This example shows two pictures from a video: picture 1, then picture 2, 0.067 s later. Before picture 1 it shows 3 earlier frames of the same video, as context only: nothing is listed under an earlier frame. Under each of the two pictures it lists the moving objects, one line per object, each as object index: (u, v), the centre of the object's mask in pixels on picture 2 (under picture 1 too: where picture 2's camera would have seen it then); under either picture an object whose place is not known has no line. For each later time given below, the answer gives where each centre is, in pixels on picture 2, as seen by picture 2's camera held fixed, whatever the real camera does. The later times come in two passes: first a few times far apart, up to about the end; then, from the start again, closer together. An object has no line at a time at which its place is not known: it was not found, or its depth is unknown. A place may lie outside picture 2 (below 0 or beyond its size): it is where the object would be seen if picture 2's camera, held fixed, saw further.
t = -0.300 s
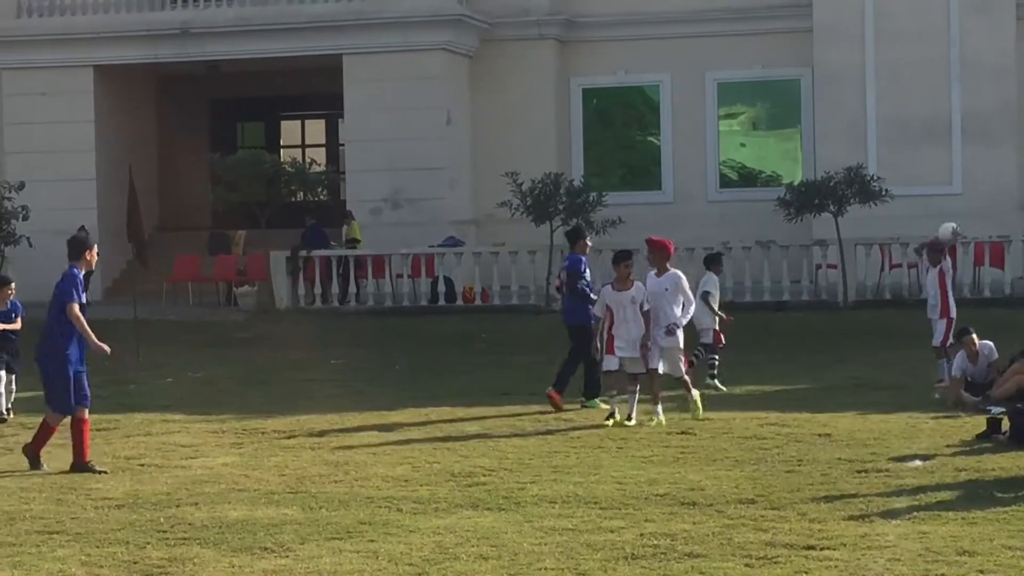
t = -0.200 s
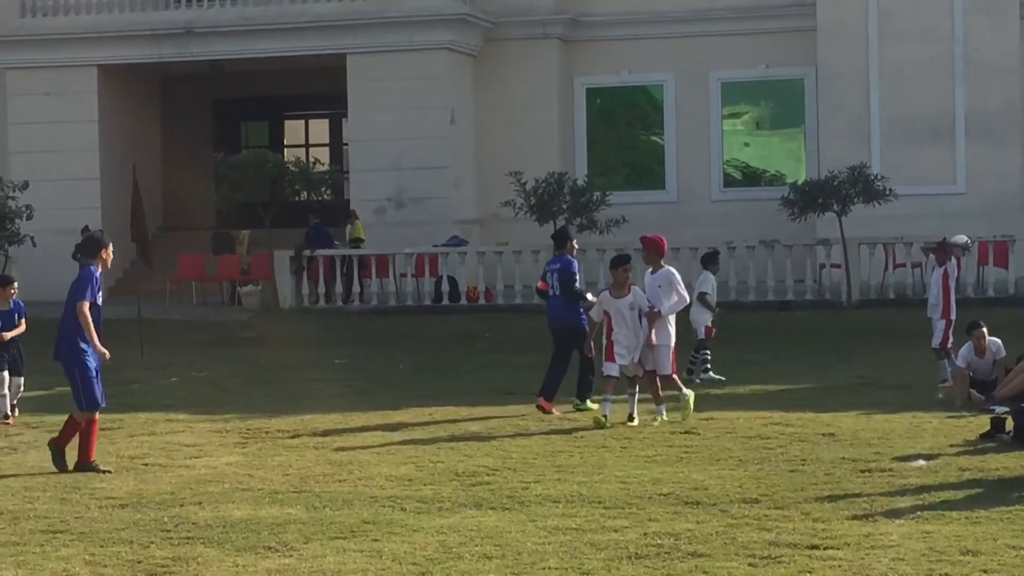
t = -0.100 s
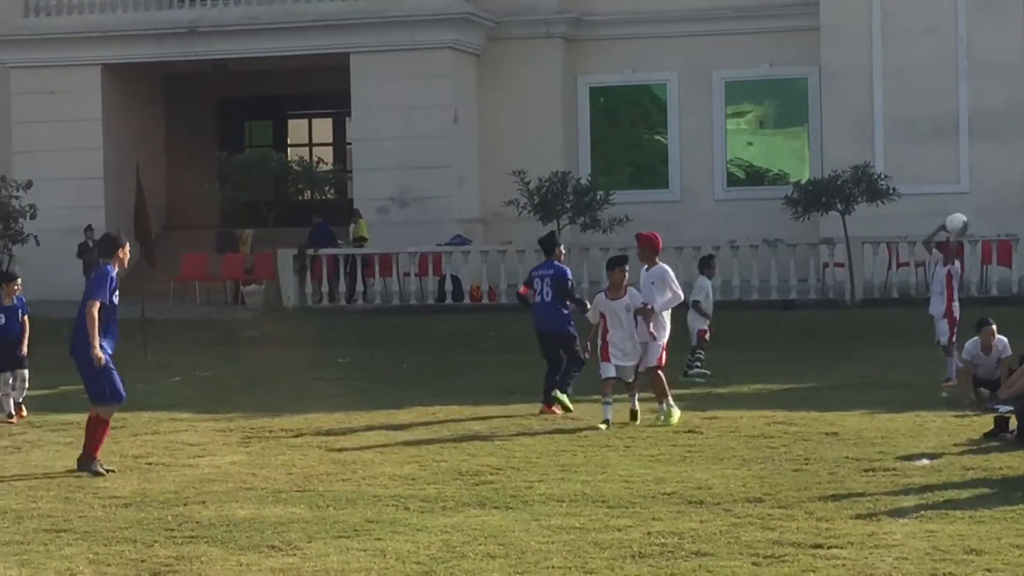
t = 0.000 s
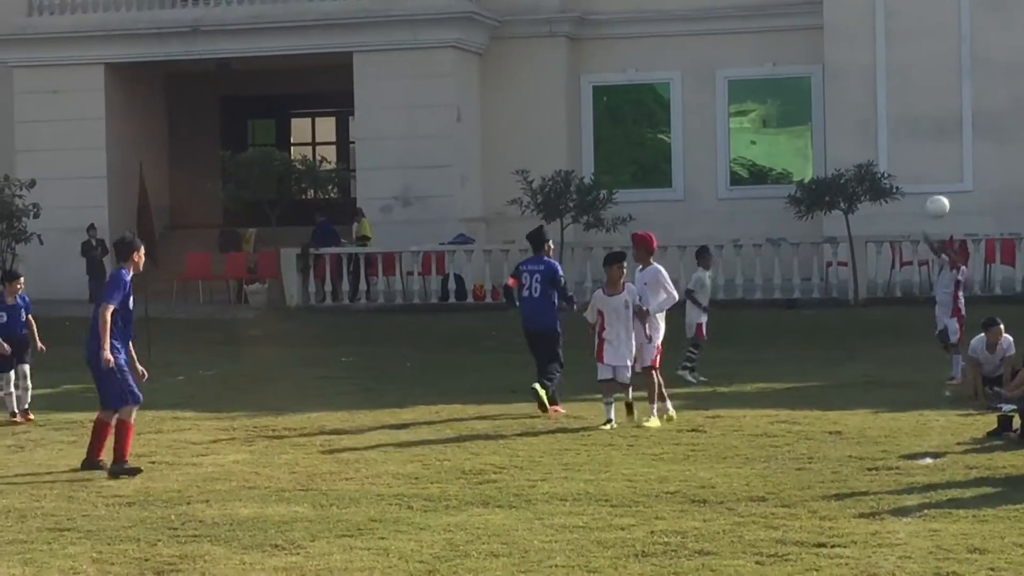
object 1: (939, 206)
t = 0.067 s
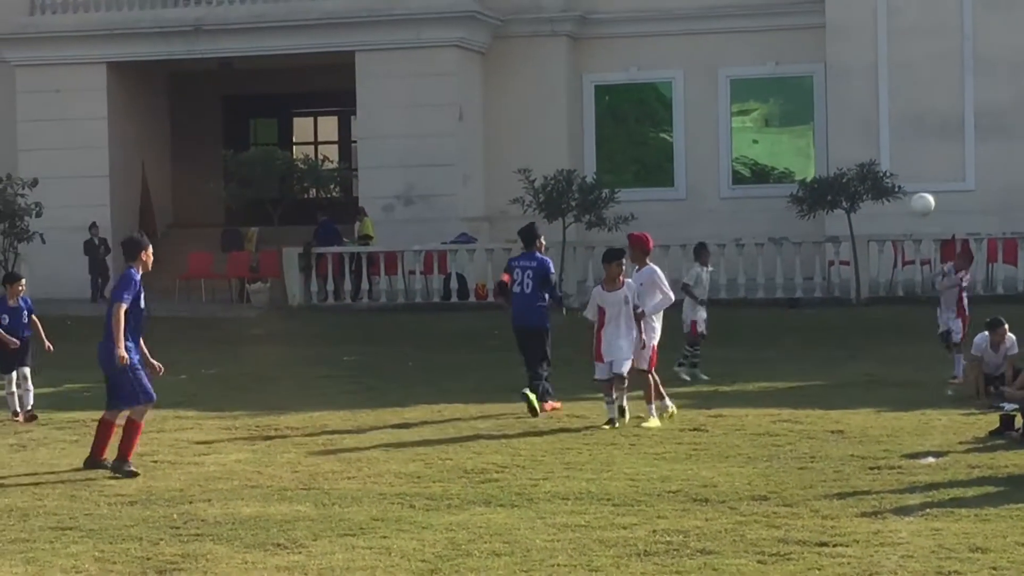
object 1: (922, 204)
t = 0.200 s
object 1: (886, 215)
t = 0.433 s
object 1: (814, 292)
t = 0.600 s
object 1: (755, 396)
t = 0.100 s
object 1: (914, 205)
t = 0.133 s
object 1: (904, 207)
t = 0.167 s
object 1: (895, 211)
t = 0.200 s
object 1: (886, 215)
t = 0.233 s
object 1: (876, 221)
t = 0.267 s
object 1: (867, 229)
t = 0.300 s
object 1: (857, 239)
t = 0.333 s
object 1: (846, 249)
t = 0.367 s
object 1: (836, 262)
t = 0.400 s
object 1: (825, 276)
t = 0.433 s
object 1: (814, 292)
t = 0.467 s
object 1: (803, 309)
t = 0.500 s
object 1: (792, 328)
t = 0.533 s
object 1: (780, 349)
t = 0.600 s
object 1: (755, 396)
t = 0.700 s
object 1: (725, 401)
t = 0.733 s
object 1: (716, 389)
